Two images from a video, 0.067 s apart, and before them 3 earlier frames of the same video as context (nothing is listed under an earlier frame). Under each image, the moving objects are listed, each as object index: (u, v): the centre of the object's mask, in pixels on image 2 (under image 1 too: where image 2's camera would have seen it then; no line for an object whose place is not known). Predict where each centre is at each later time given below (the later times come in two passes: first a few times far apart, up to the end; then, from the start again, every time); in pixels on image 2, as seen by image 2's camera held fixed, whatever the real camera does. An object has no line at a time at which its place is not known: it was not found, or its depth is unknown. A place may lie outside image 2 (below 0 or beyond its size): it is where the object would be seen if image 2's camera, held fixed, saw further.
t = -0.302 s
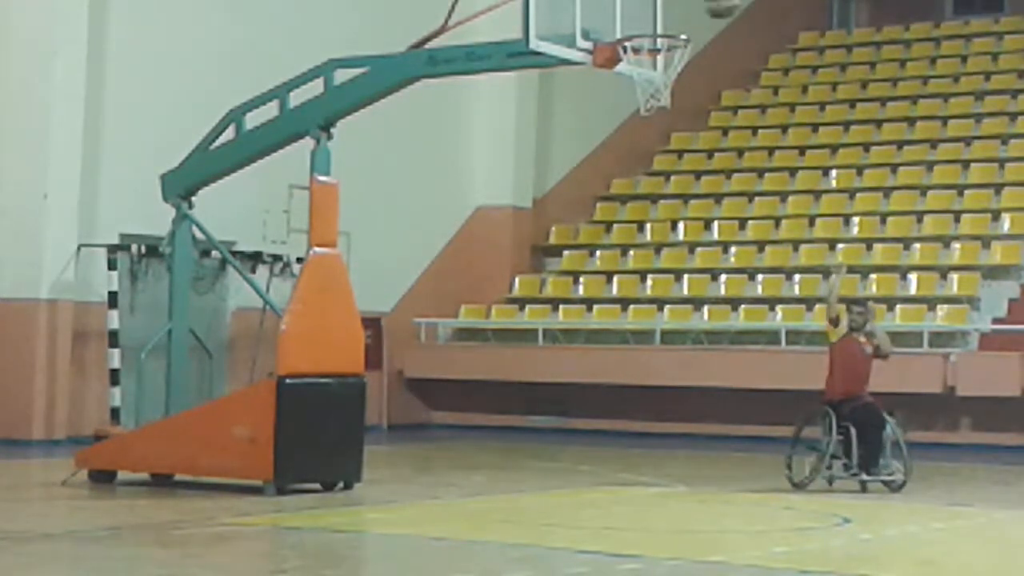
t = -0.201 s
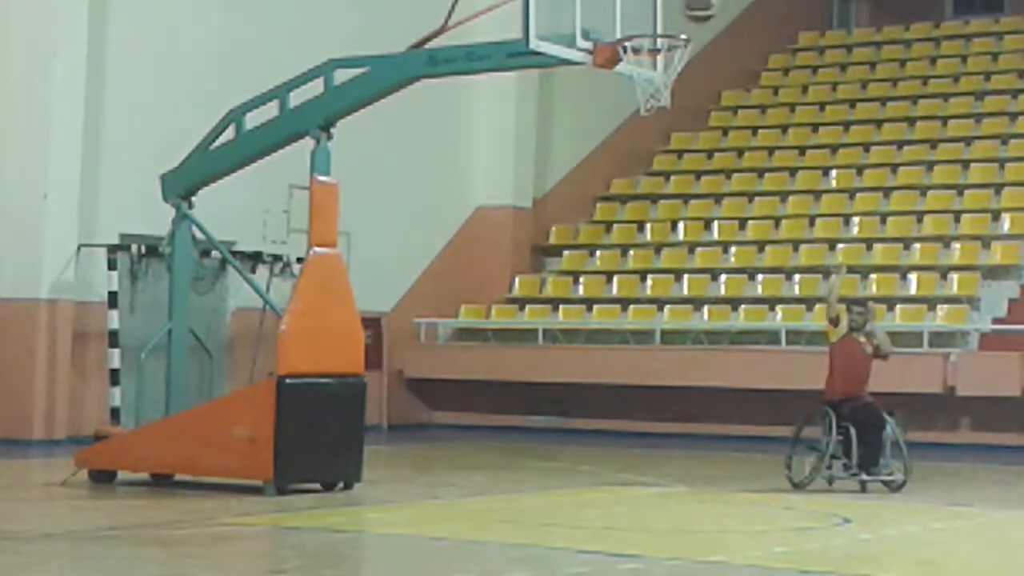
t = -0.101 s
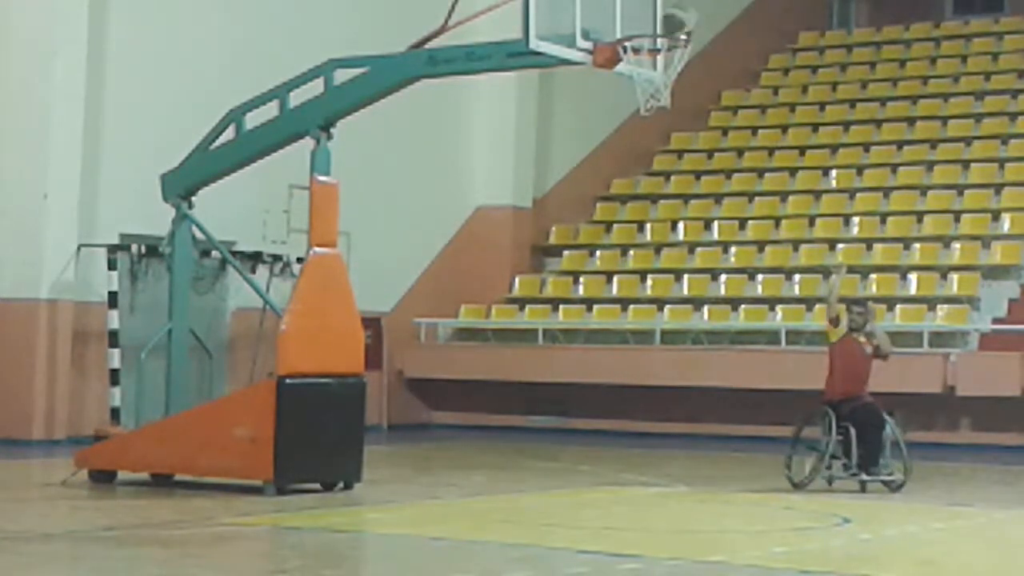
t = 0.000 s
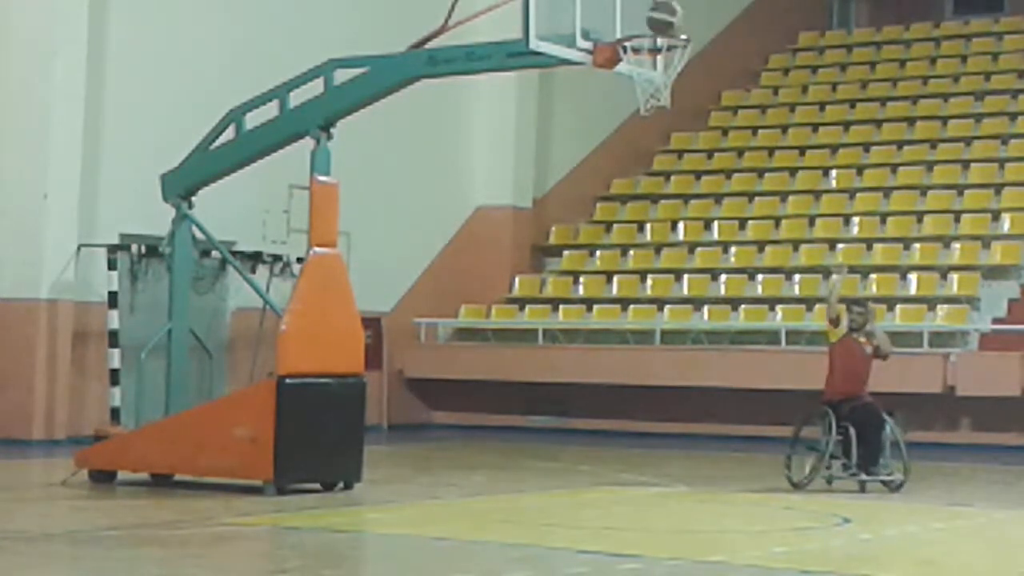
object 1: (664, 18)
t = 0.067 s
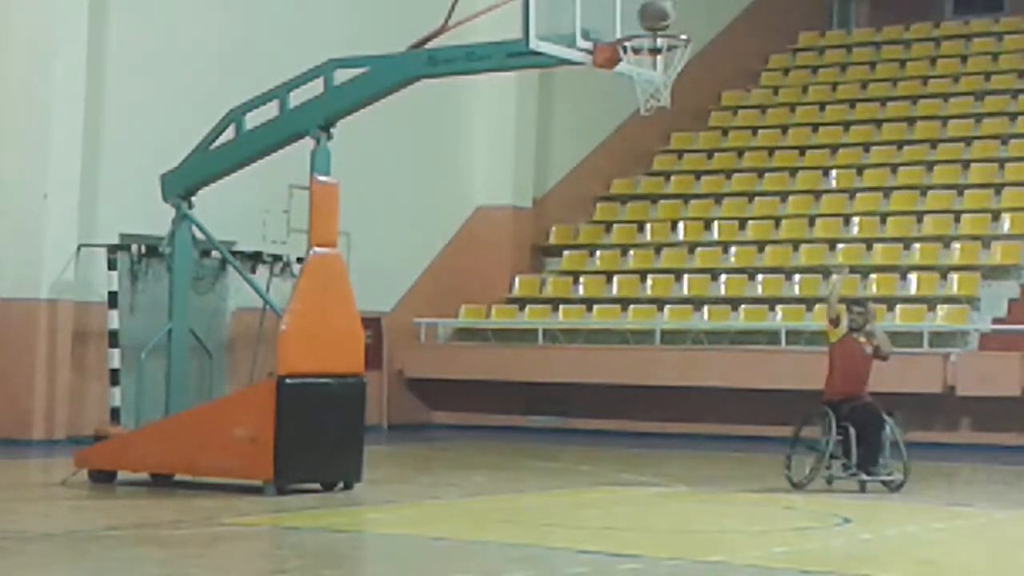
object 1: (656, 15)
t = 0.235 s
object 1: (639, 10)
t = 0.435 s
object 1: (628, 11)
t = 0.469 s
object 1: (626, 16)
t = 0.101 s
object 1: (651, 15)
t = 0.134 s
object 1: (646, 17)
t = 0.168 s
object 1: (643, 17)
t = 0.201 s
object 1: (641, 12)
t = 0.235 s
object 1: (639, 10)
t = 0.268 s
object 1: (637, 7)
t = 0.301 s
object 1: (635, 6)
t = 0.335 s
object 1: (633, 6)
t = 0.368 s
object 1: (632, 8)
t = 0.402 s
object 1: (631, 9)
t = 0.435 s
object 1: (628, 11)
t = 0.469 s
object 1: (626, 16)
